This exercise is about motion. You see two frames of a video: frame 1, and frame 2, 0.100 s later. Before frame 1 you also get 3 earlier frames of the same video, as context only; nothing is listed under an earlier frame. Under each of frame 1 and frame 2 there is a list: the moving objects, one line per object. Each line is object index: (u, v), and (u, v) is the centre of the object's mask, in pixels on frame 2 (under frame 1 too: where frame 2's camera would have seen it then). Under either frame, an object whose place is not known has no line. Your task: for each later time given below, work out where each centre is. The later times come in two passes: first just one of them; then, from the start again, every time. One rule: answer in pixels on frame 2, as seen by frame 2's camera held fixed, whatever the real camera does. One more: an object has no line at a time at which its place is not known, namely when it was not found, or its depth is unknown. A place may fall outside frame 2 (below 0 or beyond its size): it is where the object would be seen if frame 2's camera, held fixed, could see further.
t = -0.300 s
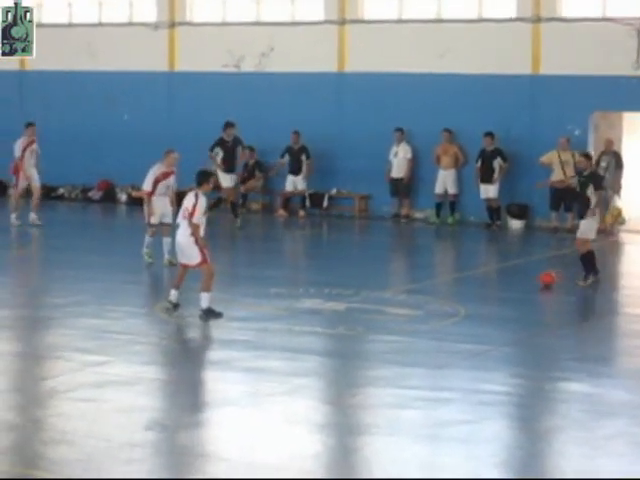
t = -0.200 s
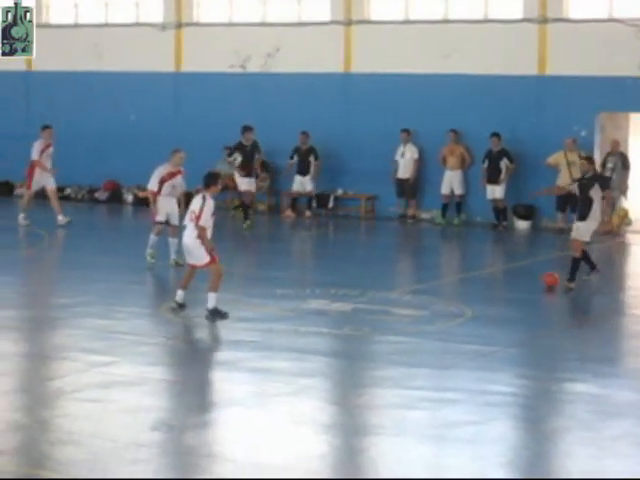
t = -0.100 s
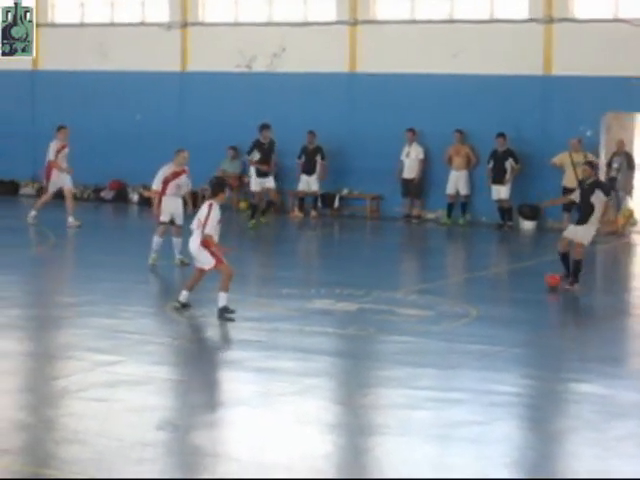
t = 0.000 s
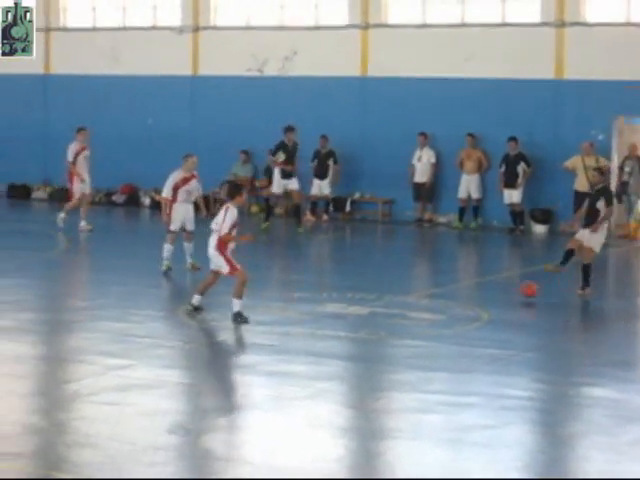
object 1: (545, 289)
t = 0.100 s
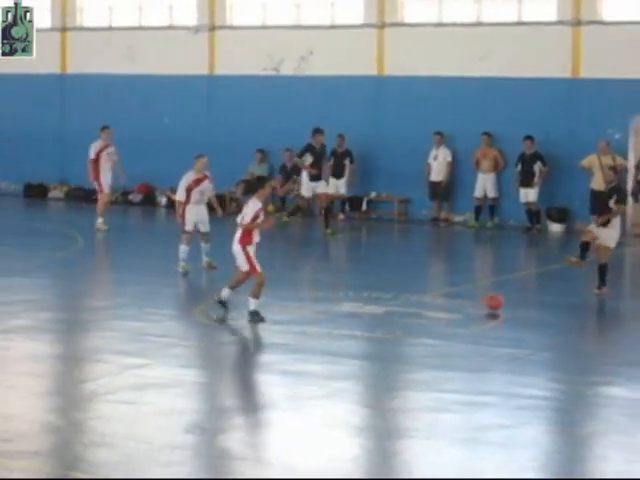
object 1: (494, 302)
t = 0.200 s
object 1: (439, 316)
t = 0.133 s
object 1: (475, 308)
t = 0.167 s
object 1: (457, 312)
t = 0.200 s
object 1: (439, 316)
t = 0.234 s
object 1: (421, 319)
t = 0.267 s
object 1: (402, 323)
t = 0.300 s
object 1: (382, 328)
